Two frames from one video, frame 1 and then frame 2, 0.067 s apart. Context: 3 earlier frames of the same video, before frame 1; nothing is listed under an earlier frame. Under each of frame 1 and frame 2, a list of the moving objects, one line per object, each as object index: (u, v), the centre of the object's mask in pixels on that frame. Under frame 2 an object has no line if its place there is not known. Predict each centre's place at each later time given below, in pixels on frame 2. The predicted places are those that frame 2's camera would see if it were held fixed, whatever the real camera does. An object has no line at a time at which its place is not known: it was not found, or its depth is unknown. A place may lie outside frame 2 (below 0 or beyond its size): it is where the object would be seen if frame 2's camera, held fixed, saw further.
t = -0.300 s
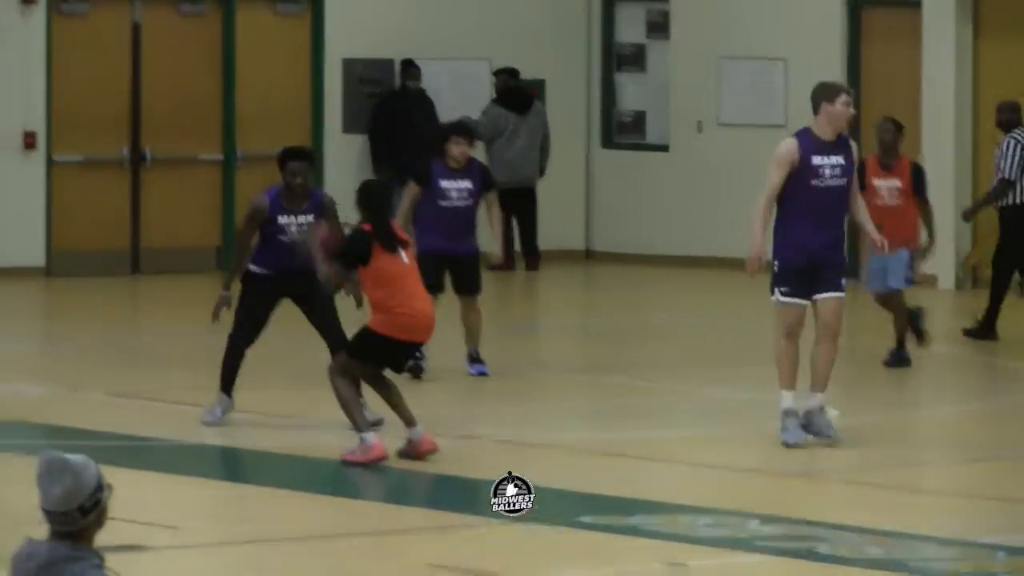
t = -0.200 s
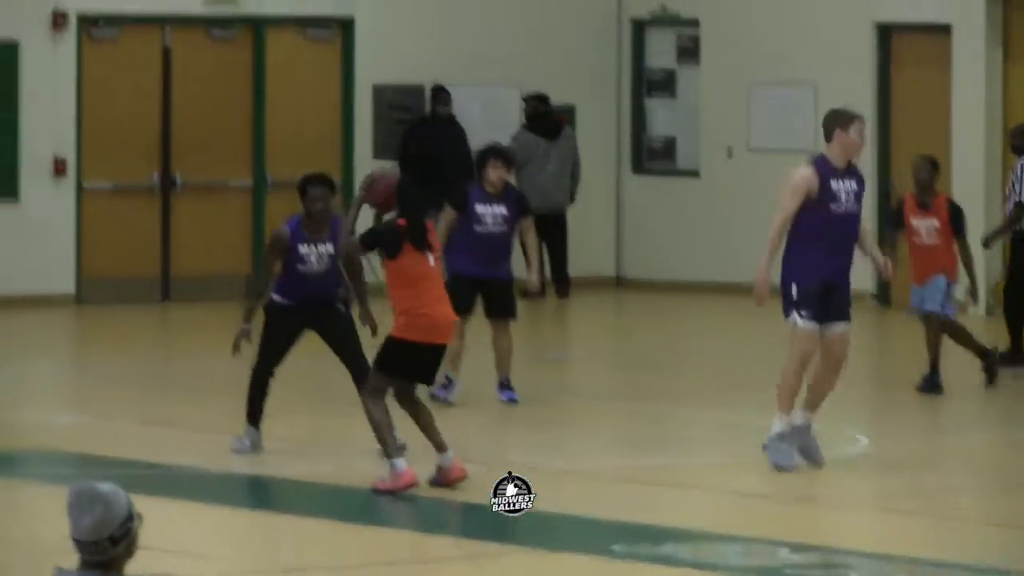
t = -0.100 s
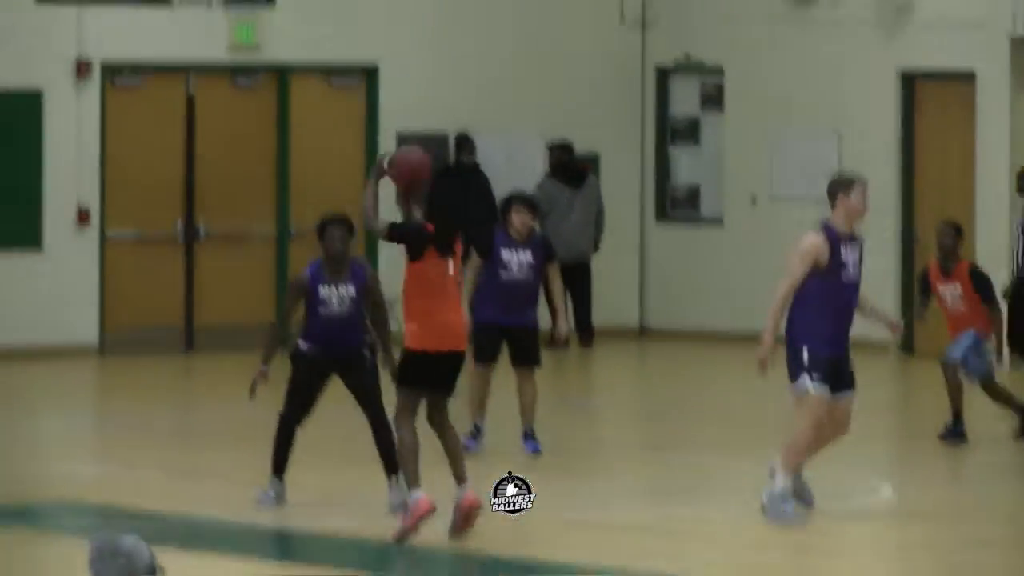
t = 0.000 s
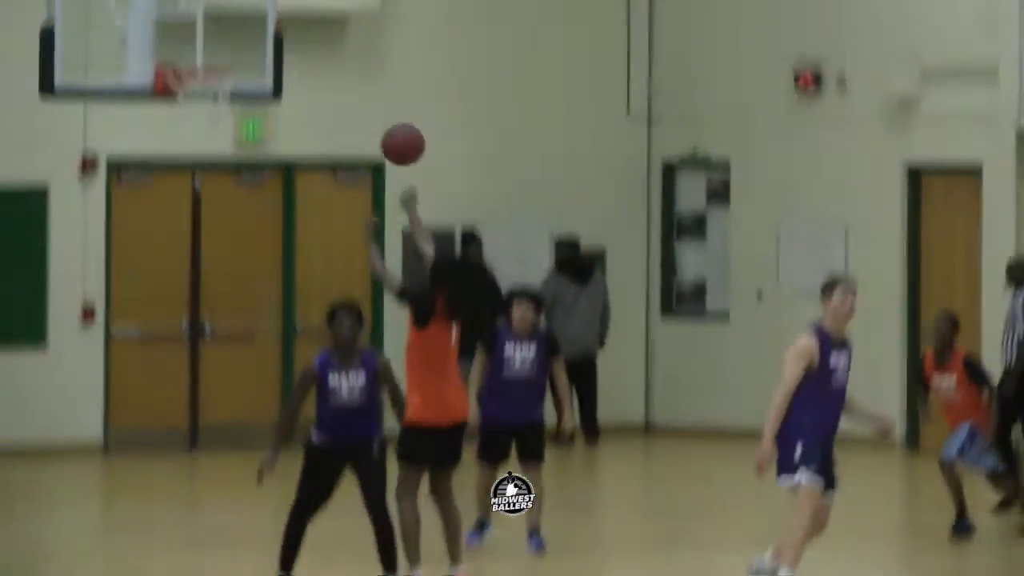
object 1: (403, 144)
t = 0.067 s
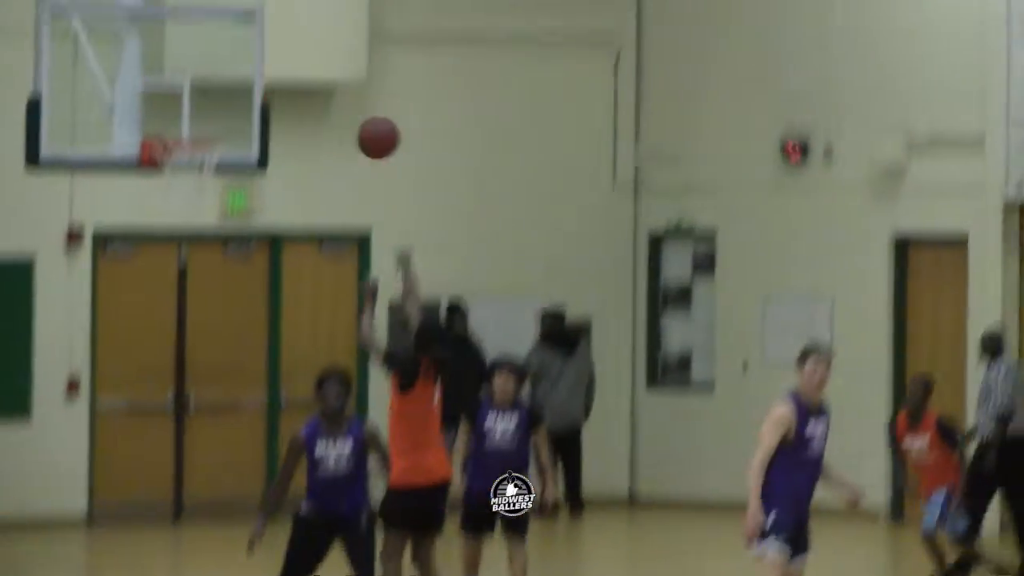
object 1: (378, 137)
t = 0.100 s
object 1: (372, 103)
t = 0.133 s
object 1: (364, 70)
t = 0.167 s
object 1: (358, 40)
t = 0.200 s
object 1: (352, 14)
